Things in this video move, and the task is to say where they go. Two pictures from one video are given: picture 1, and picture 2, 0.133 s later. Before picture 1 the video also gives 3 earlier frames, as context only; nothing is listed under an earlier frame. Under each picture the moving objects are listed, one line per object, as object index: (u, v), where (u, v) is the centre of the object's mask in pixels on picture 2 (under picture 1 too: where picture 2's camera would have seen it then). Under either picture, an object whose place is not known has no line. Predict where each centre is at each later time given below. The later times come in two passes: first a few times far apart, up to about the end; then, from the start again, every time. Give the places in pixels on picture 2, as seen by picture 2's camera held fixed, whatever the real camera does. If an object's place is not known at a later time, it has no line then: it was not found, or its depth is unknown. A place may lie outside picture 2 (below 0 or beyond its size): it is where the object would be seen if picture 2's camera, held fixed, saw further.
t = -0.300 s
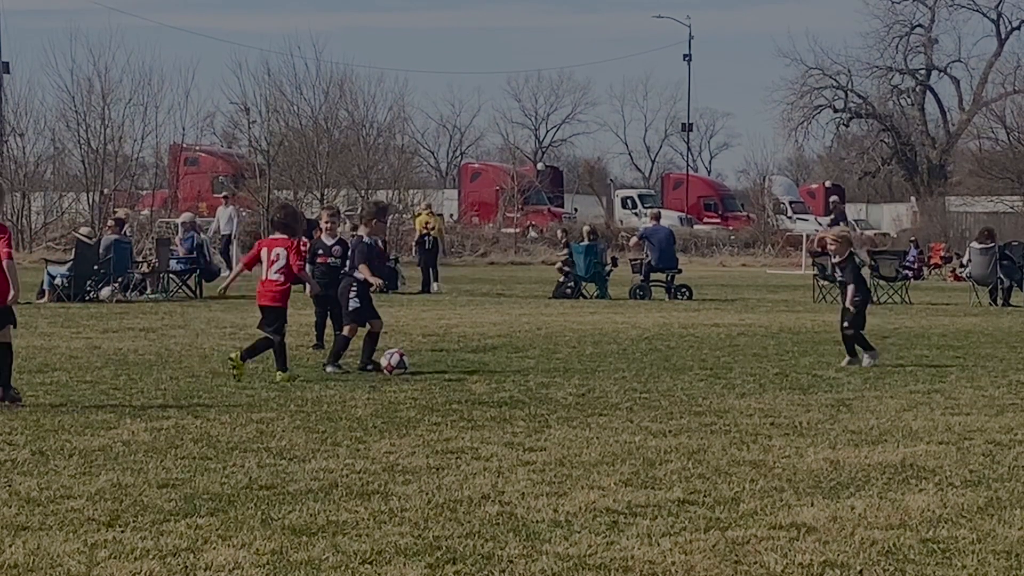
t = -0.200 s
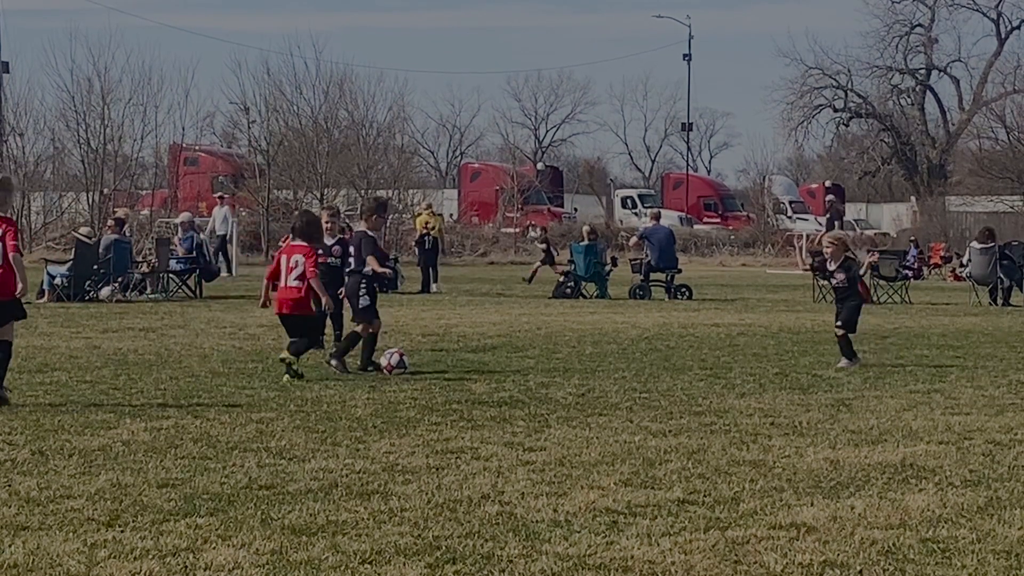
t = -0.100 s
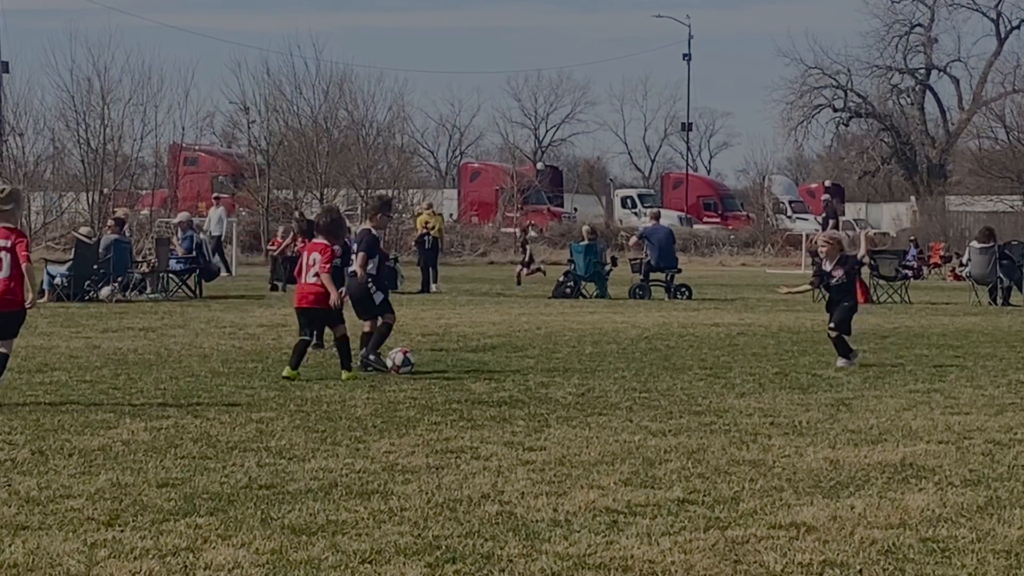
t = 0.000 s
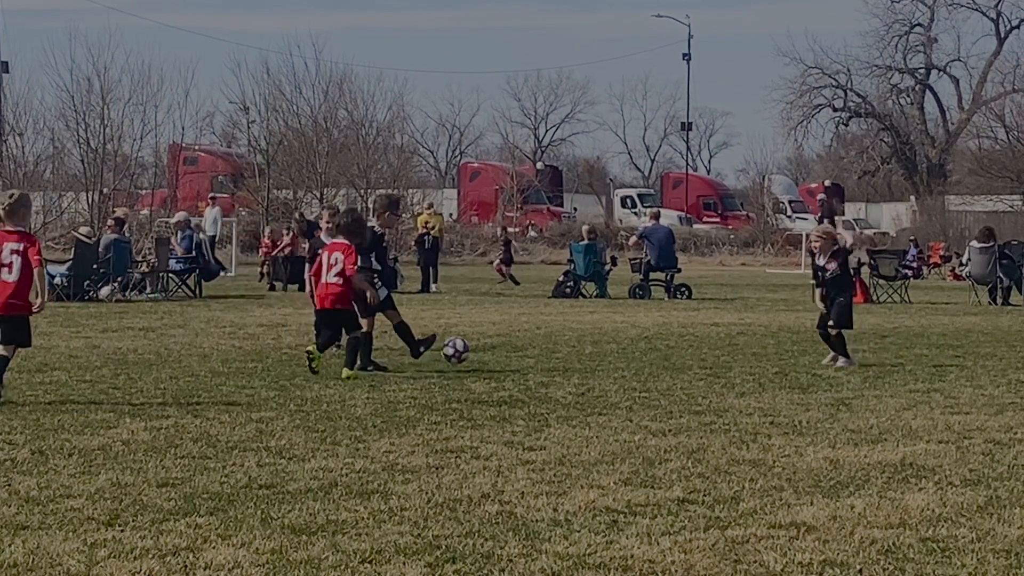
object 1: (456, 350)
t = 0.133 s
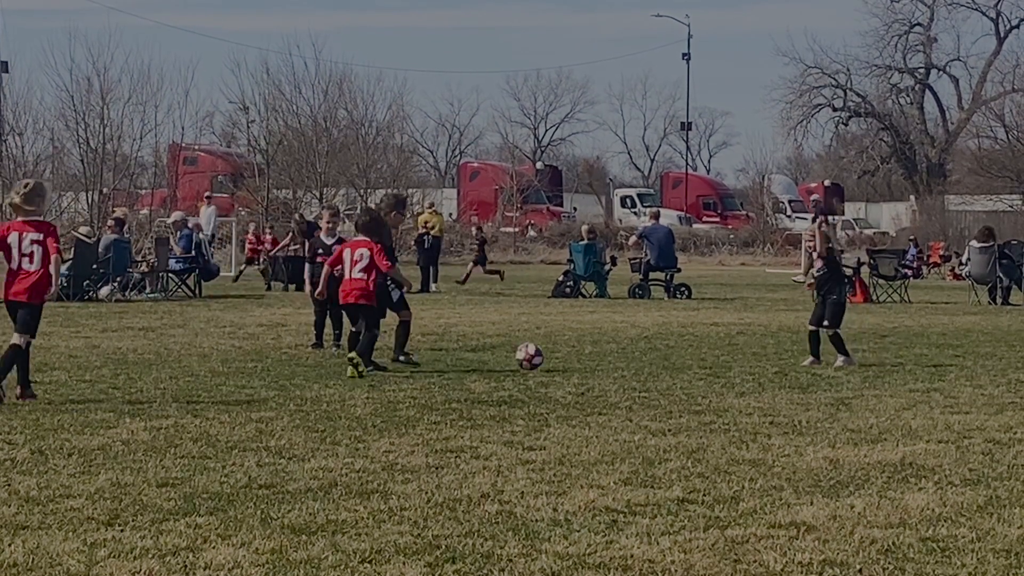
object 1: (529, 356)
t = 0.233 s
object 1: (573, 358)
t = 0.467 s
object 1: (648, 362)
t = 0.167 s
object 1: (548, 361)
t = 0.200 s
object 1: (560, 359)
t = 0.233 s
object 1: (573, 358)
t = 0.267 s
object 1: (586, 359)
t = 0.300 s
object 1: (598, 360)
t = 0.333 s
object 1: (609, 362)
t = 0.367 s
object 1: (619, 360)
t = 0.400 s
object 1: (628, 360)
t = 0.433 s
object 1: (639, 361)
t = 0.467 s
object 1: (648, 362)
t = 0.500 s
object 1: (657, 360)
